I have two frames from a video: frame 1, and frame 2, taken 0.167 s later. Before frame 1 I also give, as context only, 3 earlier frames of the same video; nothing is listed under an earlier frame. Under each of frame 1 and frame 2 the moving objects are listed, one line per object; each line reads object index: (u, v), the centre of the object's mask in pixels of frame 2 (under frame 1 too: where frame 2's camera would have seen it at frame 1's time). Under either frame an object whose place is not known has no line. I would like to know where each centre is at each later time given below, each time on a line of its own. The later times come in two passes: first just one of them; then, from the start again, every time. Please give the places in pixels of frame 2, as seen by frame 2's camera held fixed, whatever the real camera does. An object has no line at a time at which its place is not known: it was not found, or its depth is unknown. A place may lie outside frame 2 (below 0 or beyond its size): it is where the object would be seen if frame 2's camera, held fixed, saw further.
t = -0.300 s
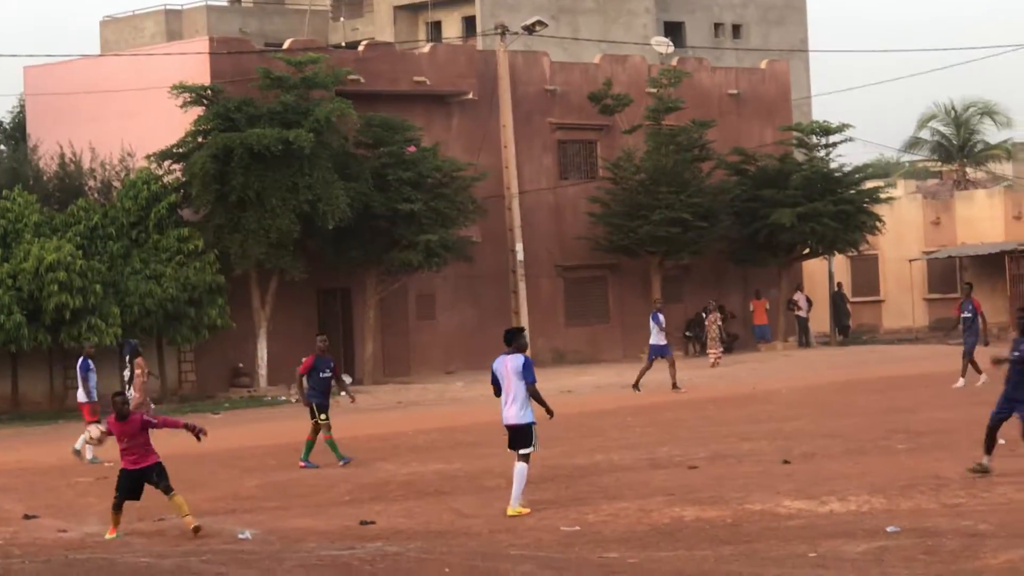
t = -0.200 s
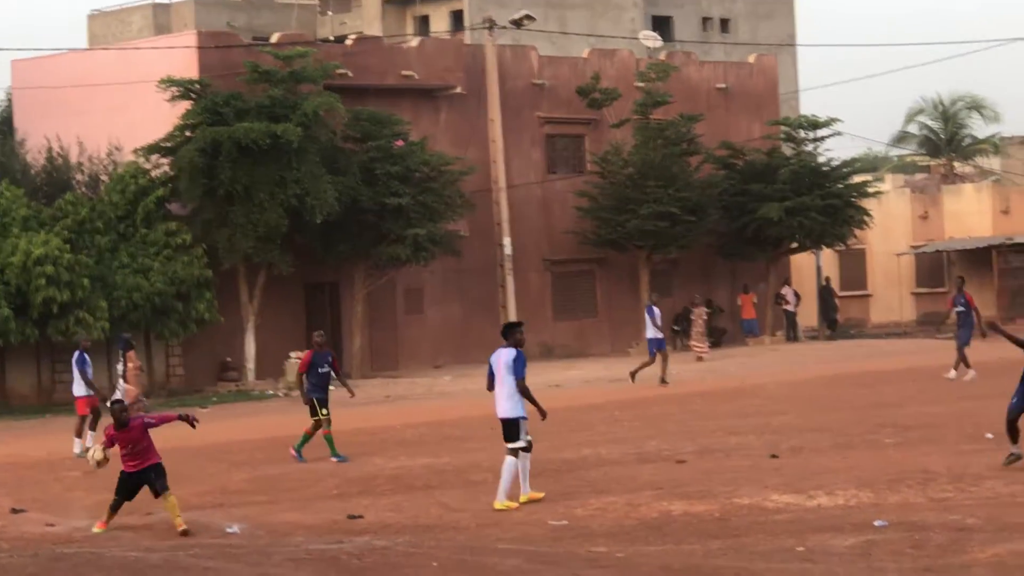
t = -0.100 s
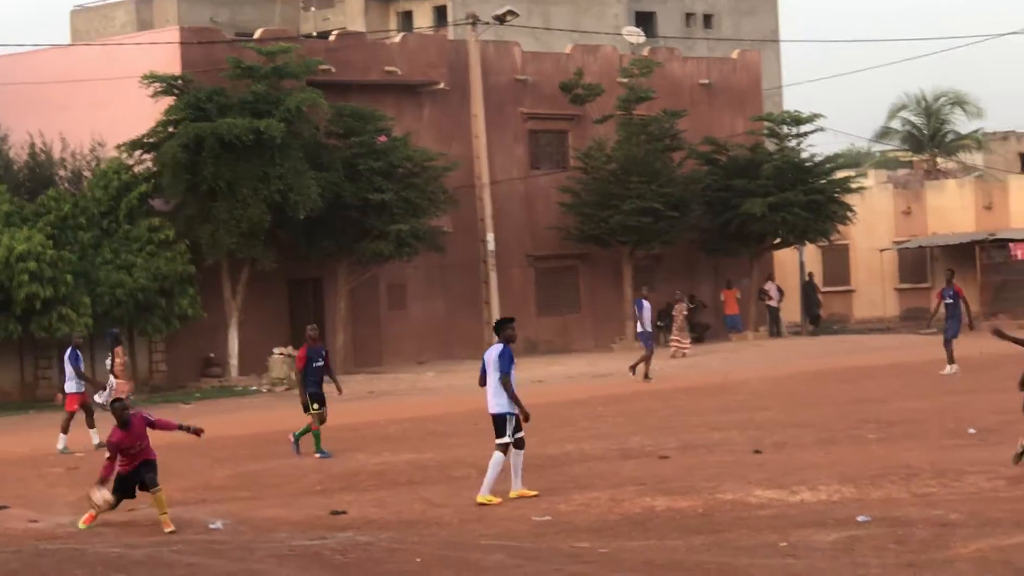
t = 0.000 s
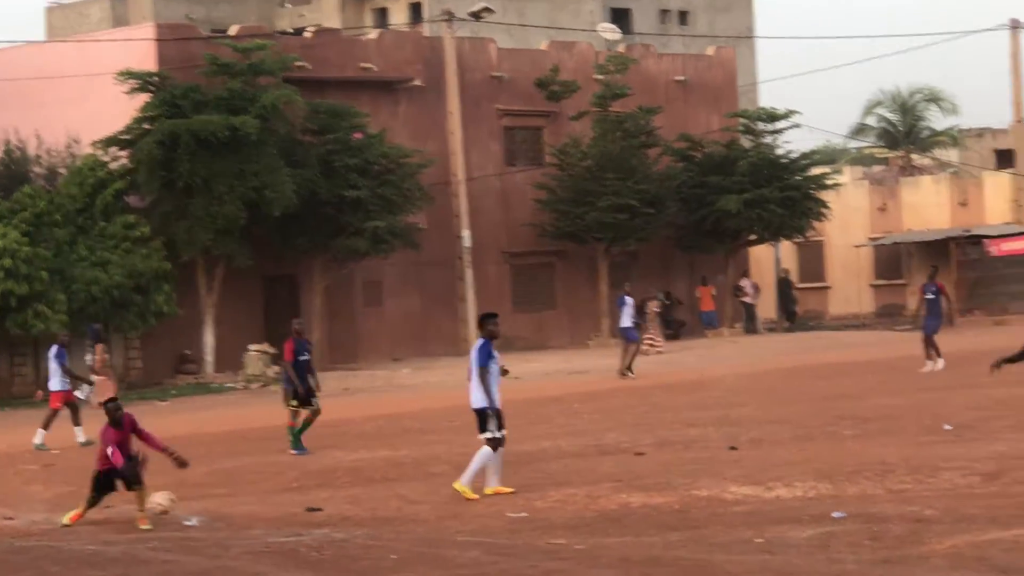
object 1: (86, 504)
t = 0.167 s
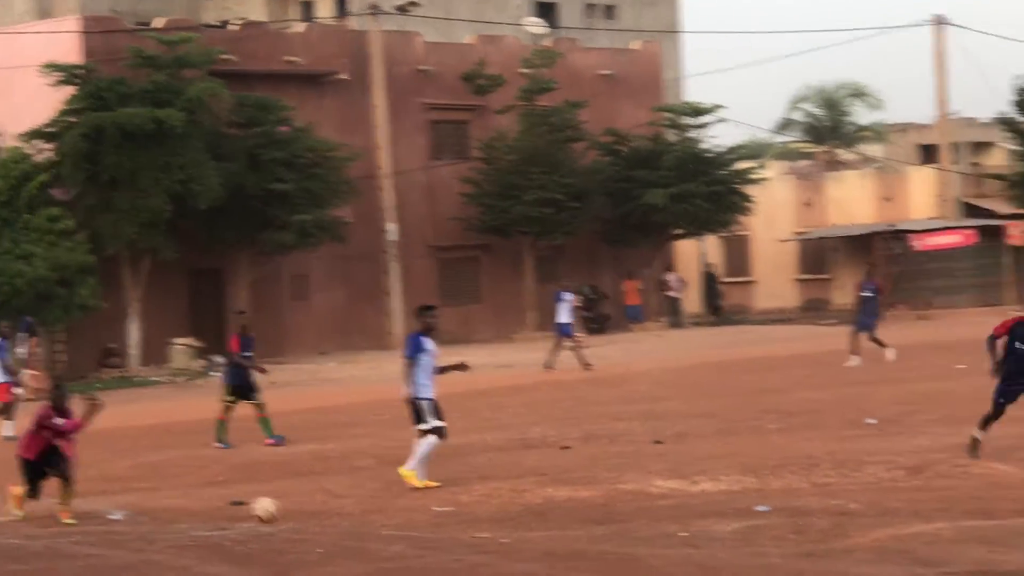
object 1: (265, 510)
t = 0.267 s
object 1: (367, 499)
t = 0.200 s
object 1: (303, 513)
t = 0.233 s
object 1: (334, 507)
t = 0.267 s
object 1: (367, 499)
